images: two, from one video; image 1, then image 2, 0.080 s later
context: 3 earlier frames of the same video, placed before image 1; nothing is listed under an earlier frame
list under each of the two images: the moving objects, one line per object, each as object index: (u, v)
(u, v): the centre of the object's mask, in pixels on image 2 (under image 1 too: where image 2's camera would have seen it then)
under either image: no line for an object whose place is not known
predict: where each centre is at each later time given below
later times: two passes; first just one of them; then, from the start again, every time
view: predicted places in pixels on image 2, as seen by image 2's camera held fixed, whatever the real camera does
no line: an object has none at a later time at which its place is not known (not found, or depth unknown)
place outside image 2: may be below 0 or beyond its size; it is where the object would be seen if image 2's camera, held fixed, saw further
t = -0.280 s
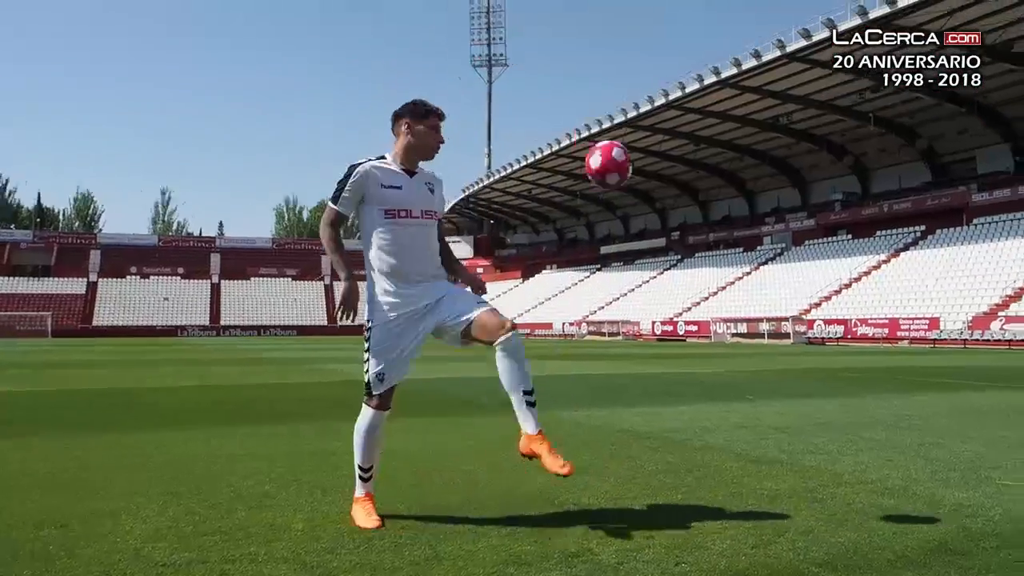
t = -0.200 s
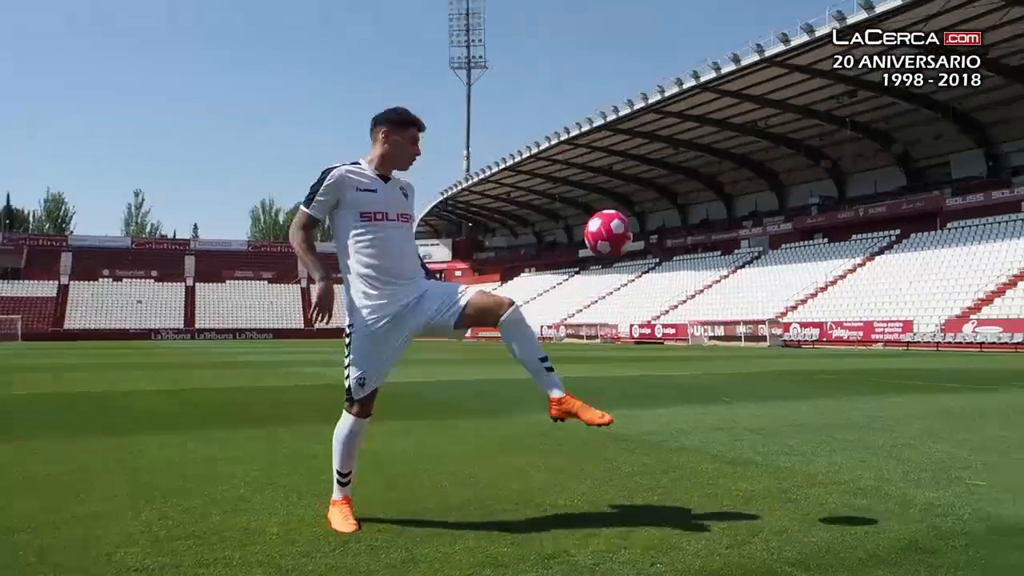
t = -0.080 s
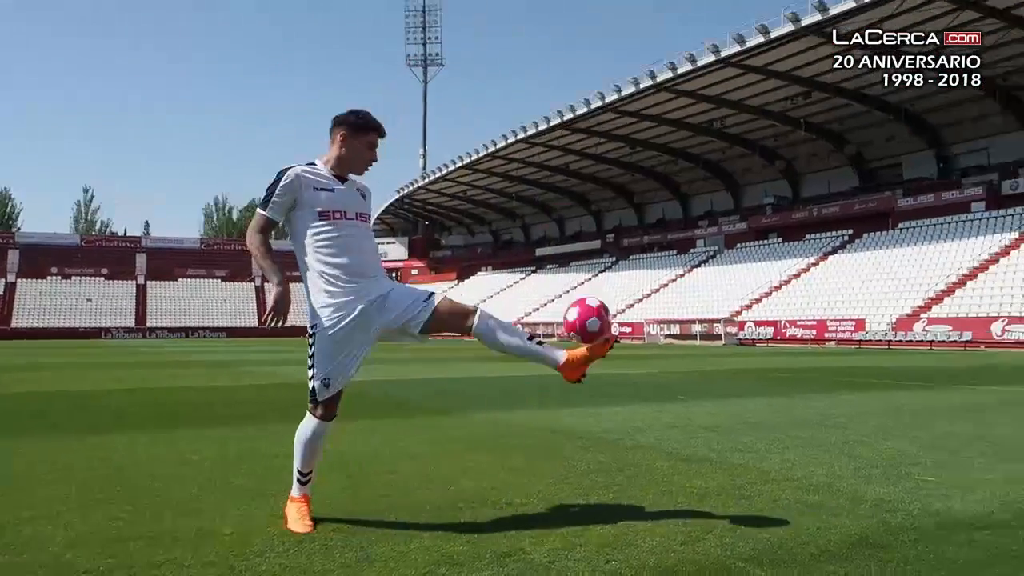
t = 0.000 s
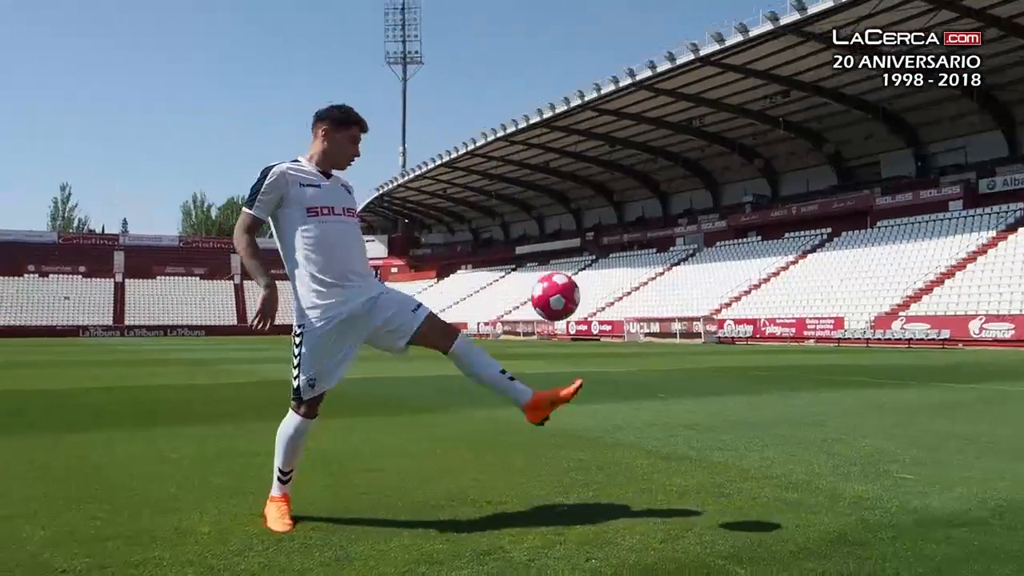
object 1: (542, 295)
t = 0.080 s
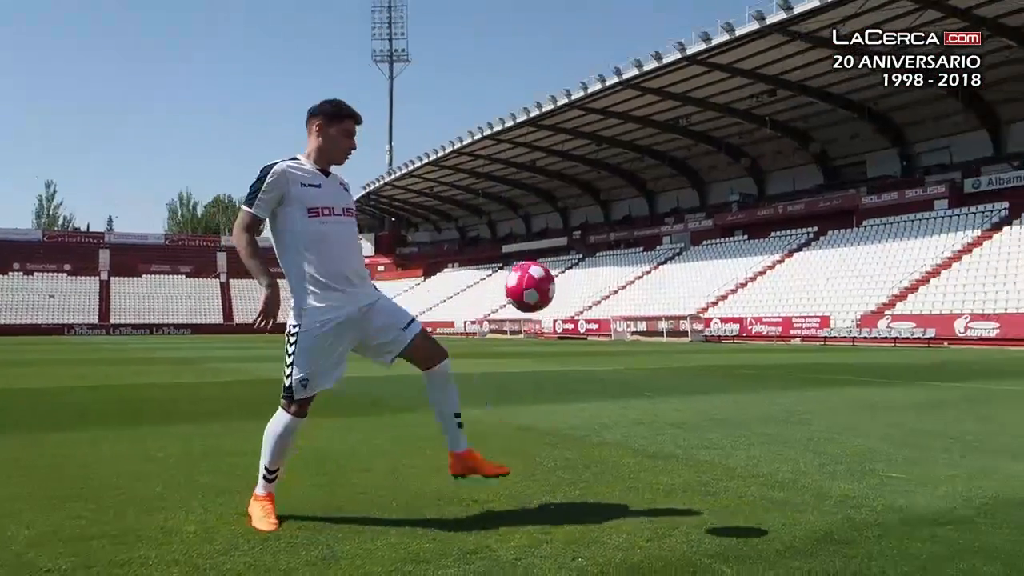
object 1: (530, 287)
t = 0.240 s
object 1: (502, 322)
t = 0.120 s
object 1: (523, 289)
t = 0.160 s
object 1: (516, 295)
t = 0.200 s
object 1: (509, 306)
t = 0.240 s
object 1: (502, 322)
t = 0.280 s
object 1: (495, 342)
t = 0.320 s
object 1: (488, 366)
